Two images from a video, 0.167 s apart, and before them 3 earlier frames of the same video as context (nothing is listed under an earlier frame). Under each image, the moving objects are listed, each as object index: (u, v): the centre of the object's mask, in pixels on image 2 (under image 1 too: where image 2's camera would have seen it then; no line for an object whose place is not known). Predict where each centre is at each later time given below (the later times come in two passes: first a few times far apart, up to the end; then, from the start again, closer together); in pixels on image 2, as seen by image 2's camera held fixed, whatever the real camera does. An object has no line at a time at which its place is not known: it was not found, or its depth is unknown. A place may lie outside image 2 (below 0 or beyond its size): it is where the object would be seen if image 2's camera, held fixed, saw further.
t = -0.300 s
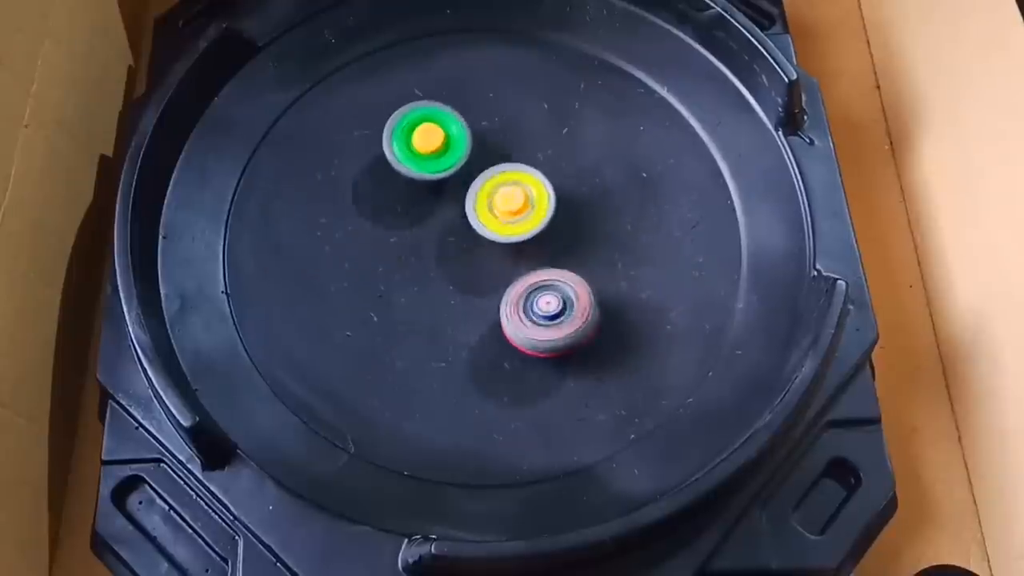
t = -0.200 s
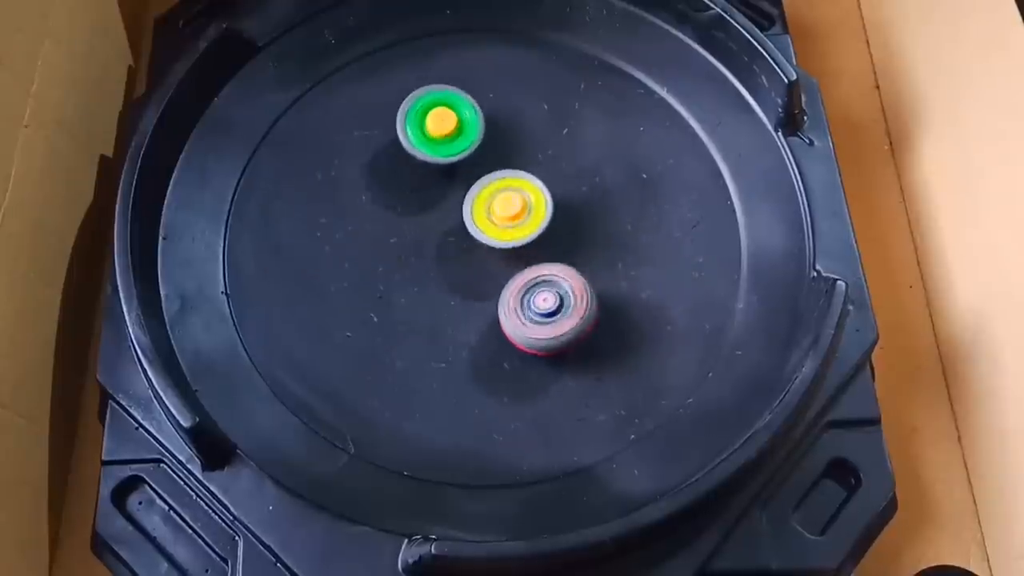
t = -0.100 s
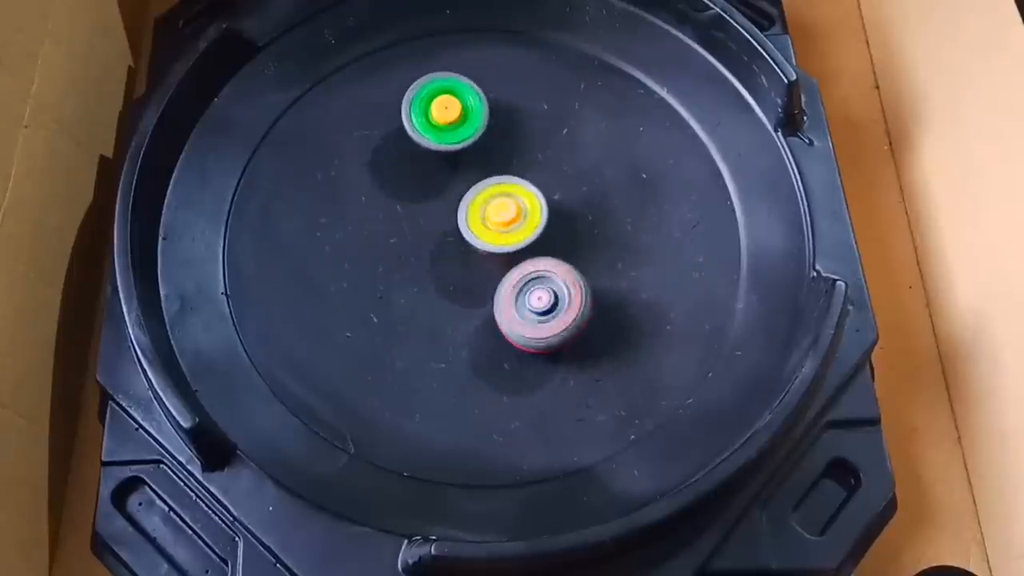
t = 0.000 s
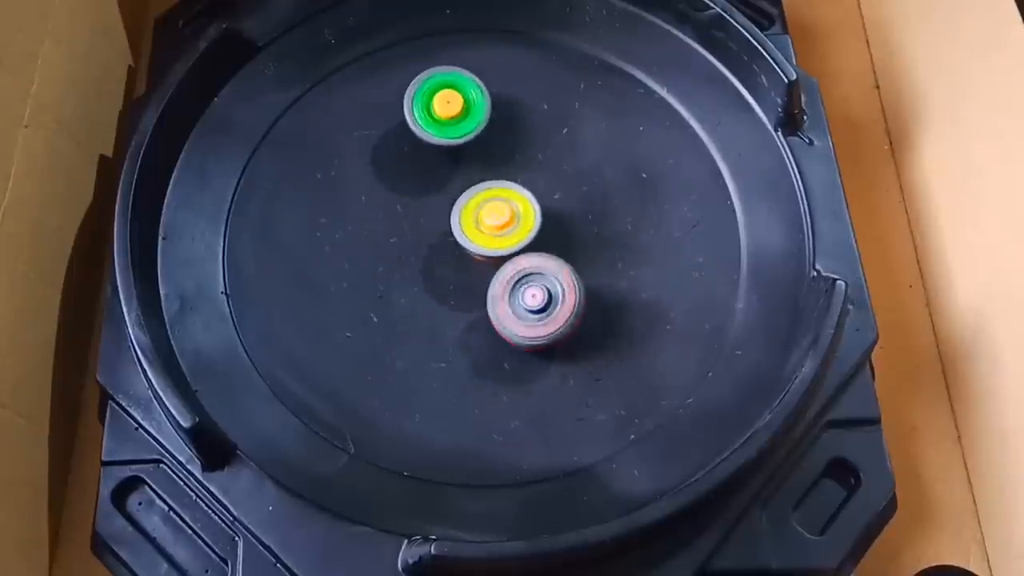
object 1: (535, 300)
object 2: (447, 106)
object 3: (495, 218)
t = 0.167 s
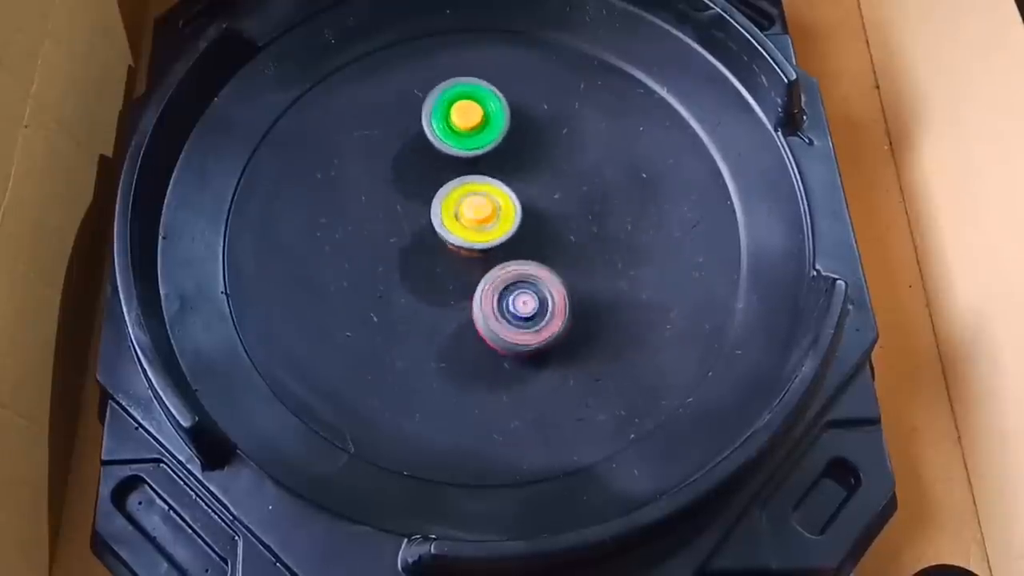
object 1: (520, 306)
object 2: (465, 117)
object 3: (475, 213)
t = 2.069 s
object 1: (451, 280)
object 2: (539, 320)
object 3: (473, 196)
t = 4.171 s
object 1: (377, 188)
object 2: (530, 283)
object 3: (563, 153)
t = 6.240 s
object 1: (428, 142)
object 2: (476, 265)
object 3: (546, 208)
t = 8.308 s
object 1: (570, 202)
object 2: (466, 226)
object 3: (537, 282)
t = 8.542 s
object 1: (581, 207)
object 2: (461, 221)
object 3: (518, 288)
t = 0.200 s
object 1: (518, 308)
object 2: (472, 119)
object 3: (472, 213)
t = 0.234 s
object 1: (515, 307)
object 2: (480, 122)
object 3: (468, 212)
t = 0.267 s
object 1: (512, 307)
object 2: (488, 126)
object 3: (466, 211)
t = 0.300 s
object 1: (509, 307)
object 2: (496, 128)
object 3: (463, 210)
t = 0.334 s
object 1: (507, 307)
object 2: (505, 131)
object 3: (461, 208)
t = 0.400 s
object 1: (501, 306)
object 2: (523, 135)
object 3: (458, 206)
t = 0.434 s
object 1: (498, 305)
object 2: (531, 135)
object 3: (457, 204)
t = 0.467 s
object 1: (496, 306)
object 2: (539, 137)
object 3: (456, 203)
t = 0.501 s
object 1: (494, 305)
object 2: (547, 137)
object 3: (457, 201)
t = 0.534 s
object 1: (492, 304)
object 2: (553, 138)
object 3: (457, 200)
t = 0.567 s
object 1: (492, 303)
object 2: (559, 138)
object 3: (457, 198)
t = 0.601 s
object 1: (492, 302)
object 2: (564, 139)
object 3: (458, 197)
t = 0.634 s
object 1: (491, 300)
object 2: (568, 139)
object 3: (460, 196)
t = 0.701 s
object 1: (490, 296)
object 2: (574, 141)
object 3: (464, 195)
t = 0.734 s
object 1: (489, 293)
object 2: (576, 141)
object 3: (466, 194)
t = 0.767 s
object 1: (489, 291)
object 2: (578, 143)
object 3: (468, 194)
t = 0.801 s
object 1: (488, 289)
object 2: (579, 146)
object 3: (470, 194)
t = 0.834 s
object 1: (488, 287)
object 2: (581, 149)
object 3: (473, 194)
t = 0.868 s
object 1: (487, 285)
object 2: (582, 153)
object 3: (475, 194)
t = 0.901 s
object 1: (486, 284)
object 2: (584, 159)
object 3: (478, 195)
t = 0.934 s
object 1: (485, 282)
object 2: (586, 164)
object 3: (480, 196)
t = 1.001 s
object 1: (482, 296)
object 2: (591, 176)
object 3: (483, 183)
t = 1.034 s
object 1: (482, 306)
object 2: (594, 181)
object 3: (485, 173)
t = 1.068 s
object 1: (483, 310)
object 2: (597, 186)
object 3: (487, 170)
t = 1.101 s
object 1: (484, 310)
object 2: (600, 192)
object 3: (488, 168)
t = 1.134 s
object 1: (482, 308)
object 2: (602, 197)
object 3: (488, 169)
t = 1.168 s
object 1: (479, 306)
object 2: (603, 203)
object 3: (489, 168)
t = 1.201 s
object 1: (477, 306)
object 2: (605, 209)
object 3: (490, 169)
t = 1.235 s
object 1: (474, 305)
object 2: (607, 214)
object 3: (491, 170)
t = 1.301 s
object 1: (471, 304)
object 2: (609, 224)
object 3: (493, 173)
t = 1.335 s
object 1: (470, 303)
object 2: (610, 228)
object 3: (494, 176)
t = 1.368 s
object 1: (469, 301)
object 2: (609, 232)
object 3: (495, 178)
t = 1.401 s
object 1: (468, 300)
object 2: (609, 237)
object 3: (495, 180)
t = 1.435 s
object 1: (468, 298)
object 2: (609, 242)
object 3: (495, 183)
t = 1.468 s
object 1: (467, 296)
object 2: (607, 246)
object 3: (495, 185)
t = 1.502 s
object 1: (467, 295)
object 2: (606, 251)
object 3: (496, 187)
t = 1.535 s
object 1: (467, 293)
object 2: (604, 256)
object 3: (495, 190)
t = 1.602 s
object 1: (465, 290)
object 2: (599, 267)
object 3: (493, 195)
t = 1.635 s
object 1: (465, 288)
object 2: (596, 272)
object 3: (491, 198)
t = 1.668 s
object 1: (464, 286)
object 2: (594, 276)
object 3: (490, 200)
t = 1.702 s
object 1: (462, 284)
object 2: (591, 280)
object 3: (488, 202)
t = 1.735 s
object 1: (461, 285)
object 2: (588, 284)
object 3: (487, 203)
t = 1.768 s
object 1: (461, 287)
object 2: (584, 288)
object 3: (486, 203)
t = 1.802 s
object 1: (462, 288)
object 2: (579, 292)
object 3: (486, 203)
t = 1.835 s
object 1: (462, 287)
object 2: (574, 296)
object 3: (483, 203)
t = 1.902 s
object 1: (459, 284)
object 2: (563, 304)
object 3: (479, 201)
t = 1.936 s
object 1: (458, 283)
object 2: (559, 308)
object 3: (477, 200)
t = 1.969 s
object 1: (455, 282)
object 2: (554, 312)
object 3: (476, 199)
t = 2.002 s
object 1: (454, 281)
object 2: (549, 315)
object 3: (475, 198)
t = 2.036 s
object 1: (453, 281)
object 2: (544, 318)
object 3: (473, 197)
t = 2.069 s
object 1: (451, 280)
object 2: (539, 320)
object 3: (473, 196)
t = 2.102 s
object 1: (450, 279)
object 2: (535, 322)
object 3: (474, 195)
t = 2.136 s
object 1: (442, 275)
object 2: (537, 328)
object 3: (474, 195)
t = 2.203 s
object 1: (439, 273)
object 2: (540, 334)
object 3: (477, 190)
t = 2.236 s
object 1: (438, 272)
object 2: (541, 334)
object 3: (478, 189)
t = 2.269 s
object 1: (438, 270)
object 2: (541, 332)
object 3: (479, 188)
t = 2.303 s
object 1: (437, 269)
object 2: (540, 329)
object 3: (479, 186)
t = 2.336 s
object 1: (437, 268)
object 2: (537, 327)
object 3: (480, 186)
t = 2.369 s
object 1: (437, 266)
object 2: (533, 324)
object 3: (482, 185)
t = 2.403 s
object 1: (438, 264)
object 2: (527, 320)
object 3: (483, 184)
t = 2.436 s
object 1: (438, 264)
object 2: (520, 318)
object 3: (485, 184)
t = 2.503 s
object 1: (429, 252)
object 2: (517, 329)
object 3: (490, 181)
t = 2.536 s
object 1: (415, 255)
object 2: (520, 336)
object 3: (501, 164)
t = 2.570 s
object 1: (409, 256)
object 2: (523, 337)
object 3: (508, 155)
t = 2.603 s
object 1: (407, 257)
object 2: (525, 337)
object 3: (513, 154)
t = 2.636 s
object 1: (406, 256)
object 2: (527, 336)
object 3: (513, 153)
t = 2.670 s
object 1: (405, 255)
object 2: (528, 333)
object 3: (514, 152)
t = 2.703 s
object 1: (404, 254)
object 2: (528, 329)
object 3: (516, 150)
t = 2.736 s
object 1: (403, 253)
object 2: (526, 324)
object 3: (519, 151)
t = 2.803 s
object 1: (403, 252)
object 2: (518, 314)
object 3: (523, 151)
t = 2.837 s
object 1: (402, 251)
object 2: (512, 309)
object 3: (525, 153)
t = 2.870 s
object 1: (404, 250)
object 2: (506, 303)
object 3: (526, 155)
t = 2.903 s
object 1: (405, 250)
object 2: (499, 297)
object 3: (527, 157)
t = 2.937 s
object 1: (407, 249)
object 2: (493, 292)
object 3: (528, 161)
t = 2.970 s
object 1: (405, 242)
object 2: (495, 292)
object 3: (528, 163)
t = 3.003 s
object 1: (402, 235)
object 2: (497, 293)
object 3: (528, 166)
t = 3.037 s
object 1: (403, 231)
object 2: (496, 291)
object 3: (527, 170)
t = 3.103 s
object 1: (404, 227)
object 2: (491, 284)
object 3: (524, 176)
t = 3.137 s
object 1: (405, 225)
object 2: (487, 281)
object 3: (522, 179)
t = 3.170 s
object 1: (407, 224)
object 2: (482, 277)
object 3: (519, 182)
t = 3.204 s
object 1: (406, 218)
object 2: (481, 280)
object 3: (516, 185)
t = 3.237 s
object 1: (405, 213)
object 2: (479, 283)
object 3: (513, 188)
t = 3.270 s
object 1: (405, 211)
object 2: (478, 283)
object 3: (510, 190)
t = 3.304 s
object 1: (406, 209)
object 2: (476, 283)
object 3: (505, 192)
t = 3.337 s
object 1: (406, 207)
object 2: (475, 283)
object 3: (501, 194)
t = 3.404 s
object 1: (380, 208)
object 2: (472, 279)
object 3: (525, 189)
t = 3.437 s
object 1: (369, 209)
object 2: (470, 277)
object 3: (540, 190)
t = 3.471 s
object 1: (364, 210)
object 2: (468, 274)
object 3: (549, 191)
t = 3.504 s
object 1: (362, 211)
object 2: (465, 271)
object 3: (550, 192)
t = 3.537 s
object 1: (361, 211)
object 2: (463, 269)
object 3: (549, 191)
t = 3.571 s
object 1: (361, 210)
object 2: (461, 266)
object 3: (550, 191)
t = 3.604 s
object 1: (362, 210)
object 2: (459, 262)
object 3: (551, 190)
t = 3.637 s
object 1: (362, 209)
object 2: (457, 259)
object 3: (549, 190)
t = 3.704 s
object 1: (364, 210)
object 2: (453, 253)
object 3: (547, 189)
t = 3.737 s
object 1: (365, 210)
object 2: (451, 251)
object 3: (546, 190)
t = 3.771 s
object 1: (358, 205)
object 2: (464, 255)
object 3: (545, 191)
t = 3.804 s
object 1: (350, 200)
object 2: (481, 259)
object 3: (542, 191)
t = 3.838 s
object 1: (349, 199)
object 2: (491, 263)
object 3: (543, 190)
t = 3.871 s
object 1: (351, 198)
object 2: (498, 264)
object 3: (544, 189)
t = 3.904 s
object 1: (354, 198)
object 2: (504, 264)
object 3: (543, 187)
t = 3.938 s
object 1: (357, 196)
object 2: (500, 276)
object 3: (551, 175)
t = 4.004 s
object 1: (362, 195)
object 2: (504, 289)
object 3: (557, 166)
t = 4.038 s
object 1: (365, 194)
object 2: (510, 291)
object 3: (557, 163)
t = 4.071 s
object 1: (368, 193)
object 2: (515, 291)
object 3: (559, 159)
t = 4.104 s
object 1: (369, 192)
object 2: (522, 291)
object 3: (560, 157)
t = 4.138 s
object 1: (373, 190)
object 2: (527, 288)
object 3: (561, 155)
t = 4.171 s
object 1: (377, 188)
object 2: (530, 283)
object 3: (563, 153)
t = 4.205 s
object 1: (380, 185)
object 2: (532, 279)
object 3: (563, 152)
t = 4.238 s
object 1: (386, 181)
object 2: (533, 273)
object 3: (564, 151)
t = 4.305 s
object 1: (393, 174)
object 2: (530, 261)
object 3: (565, 151)
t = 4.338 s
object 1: (397, 170)
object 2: (526, 255)
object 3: (566, 152)
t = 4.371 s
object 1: (398, 166)
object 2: (521, 249)
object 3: (565, 153)
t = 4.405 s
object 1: (400, 164)
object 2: (516, 246)
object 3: (564, 155)
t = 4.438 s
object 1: (401, 161)
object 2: (510, 241)
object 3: (563, 156)
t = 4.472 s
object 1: (402, 160)
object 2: (503, 236)
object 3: (561, 158)
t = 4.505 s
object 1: (403, 158)
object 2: (496, 232)
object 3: (559, 161)
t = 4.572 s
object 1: (404, 156)
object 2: (487, 229)
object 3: (557, 162)
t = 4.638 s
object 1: (406, 153)
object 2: (469, 227)
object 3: (551, 166)
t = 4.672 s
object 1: (407, 152)
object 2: (460, 229)
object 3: (547, 167)
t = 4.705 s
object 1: (408, 151)
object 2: (452, 232)
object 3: (543, 169)
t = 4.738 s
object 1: (409, 150)
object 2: (446, 236)
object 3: (539, 171)
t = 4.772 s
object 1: (410, 148)
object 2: (439, 238)
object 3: (533, 171)
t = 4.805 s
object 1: (410, 148)
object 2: (435, 243)
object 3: (530, 172)
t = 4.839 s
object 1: (412, 148)
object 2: (431, 246)
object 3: (525, 173)
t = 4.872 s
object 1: (413, 148)
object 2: (429, 249)
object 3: (520, 174)
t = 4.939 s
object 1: (416, 150)
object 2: (428, 256)
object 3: (511, 174)
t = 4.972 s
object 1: (415, 150)
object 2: (429, 260)
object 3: (509, 173)
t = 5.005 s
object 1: (407, 149)
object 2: (433, 263)
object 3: (519, 173)
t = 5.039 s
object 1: (402, 152)
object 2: (436, 265)
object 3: (520, 174)
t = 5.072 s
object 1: (402, 155)
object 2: (441, 266)
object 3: (517, 173)
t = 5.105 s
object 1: (405, 157)
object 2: (445, 266)
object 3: (516, 172)
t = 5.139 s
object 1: (409, 157)
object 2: (449, 265)
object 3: (513, 170)
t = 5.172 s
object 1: (411, 158)
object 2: (454, 263)
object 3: (512, 170)
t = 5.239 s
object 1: (416, 159)
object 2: (462, 258)
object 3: (508, 168)
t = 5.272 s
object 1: (417, 159)
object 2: (467, 255)
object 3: (509, 168)
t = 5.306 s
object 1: (408, 158)
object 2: (473, 250)
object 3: (515, 170)
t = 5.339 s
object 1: (406, 160)
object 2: (478, 246)
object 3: (515, 171)
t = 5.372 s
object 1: (409, 162)
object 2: (478, 249)
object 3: (521, 164)
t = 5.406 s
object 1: (412, 161)
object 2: (480, 249)
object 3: (526, 161)
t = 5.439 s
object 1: (415, 161)
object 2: (482, 248)
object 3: (528, 162)
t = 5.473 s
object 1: (418, 161)
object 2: (484, 246)
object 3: (529, 161)
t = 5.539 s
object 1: (422, 160)
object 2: (486, 241)
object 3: (532, 163)
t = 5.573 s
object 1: (424, 159)
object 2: (486, 237)
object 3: (533, 163)
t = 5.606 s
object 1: (426, 159)
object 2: (486, 236)
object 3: (535, 165)
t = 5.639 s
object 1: (428, 158)
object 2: (483, 234)
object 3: (537, 166)
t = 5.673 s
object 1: (429, 158)
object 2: (479, 236)
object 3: (538, 168)
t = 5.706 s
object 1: (431, 156)
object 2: (471, 242)
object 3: (543, 164)
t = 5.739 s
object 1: (432, 156)
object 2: (466, 248)
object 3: (546, 165)
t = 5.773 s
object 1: (434, 155)
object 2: (464, 254)
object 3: (546, 168)
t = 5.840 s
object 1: (437, 154)
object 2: (464, 262)
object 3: (546, 170)
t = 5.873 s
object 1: (440, 154)
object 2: (465, 266)
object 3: (546, 173)
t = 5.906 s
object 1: (441, 153)
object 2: (465, 268)
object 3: (544, 174)
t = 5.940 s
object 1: (443, 153)
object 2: (466, 270)
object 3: (543, 177)
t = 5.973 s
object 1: (445, 152)
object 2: (468, 271)
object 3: (542, 179)
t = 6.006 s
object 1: (448, 152)
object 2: (469, 272)
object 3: (539, 181)
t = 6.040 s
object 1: (450, 151)
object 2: (471, 272)
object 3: (536, 183)
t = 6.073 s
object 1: (451, 150)
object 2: (473, 271)
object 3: (534, 185)
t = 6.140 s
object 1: (442, 144)
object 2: (477, 267)
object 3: (538, 195)
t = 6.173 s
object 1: (432, 140)
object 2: (479, 265)
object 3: (544, 203)
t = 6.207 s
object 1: (428, 141)
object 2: (478, 265)
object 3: (545, 206)
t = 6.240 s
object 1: (428, 142)
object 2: (476, 265)
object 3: (546, 208)
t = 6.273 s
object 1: (430, 143)
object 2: (474, 267)
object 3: (546, 211)
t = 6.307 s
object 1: (431, 142)
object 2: (467, 270)
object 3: (550, 210)
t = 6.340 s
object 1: (431, 142)
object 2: (462, 273)
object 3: (550, 212)
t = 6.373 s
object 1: (432, 143)
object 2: (458, 275)
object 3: (550, 214)
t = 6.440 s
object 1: (435, 145)
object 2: (454, 278)
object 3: (548, 216)
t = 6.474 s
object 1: (437, 145)
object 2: (453, 278)
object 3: (546, 216)
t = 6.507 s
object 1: (439, 146)
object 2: (453, 279)
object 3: (544, 218)
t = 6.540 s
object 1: (440, 146)
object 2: (453, 279)
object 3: (541, 219)
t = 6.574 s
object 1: (442, 146)
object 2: (453, 278)
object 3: (538, 219)
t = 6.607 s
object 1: (444, 147)
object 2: (454, 278)
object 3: (536, 220)
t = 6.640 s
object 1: (447, 147)
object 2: (455, 275)
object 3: (532, 218)
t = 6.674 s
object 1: (453, 149)
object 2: (457, 274)
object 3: (530, 219)
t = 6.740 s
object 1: (464, 148)
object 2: (457, 269)
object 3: (527, 216)
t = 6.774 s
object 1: (470, 148)
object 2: (453, 267)
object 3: (527, 215)
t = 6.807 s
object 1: (475, 147)
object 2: (450, 266)
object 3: (527, 213)
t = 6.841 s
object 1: (477, 142)
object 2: (450, 262)
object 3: (532, 217)
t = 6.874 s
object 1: (478, 135)
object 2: (451, 256)
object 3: (539, 223)
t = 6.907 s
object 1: (481, 131)
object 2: (450, 253)
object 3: (541, 226)
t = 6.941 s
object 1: (481, 130)
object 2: (443, 250)
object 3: (545, 226)
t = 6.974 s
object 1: (482, 128)
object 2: (439, 247)
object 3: (548, 228)
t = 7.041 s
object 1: (484, 127)
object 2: (433, 240)
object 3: (553, 229)
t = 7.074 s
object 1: (485, 127)
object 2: (429, 235)
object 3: (554, 230)
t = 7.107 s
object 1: (486, 127)
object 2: (426, 234)
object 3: (555, 232)
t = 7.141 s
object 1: (486, 127)
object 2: (424, 232)
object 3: (556, 234)
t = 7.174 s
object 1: (487, 128)
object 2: (422, 230)
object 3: (555, 236)
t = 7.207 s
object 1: (488, 128)
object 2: (419, 228)
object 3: (554, 238)
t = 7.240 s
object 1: (489, 129)
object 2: (418, 227)
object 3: (553, 239)
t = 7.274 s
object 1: (490, 129)
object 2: (418, 227)
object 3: (551, 243)
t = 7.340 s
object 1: (492, 132)
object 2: (419, 225)
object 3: (546, 246)
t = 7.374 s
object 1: (493, 134)
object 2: (421, 224)
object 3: (543, 245)
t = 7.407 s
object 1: (496, 139)
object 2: (423, 224)
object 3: (539, 246)
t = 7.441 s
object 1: (500, 145)
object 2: (426, 222)
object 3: (536, 245)
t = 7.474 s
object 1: (505, 151)
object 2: (430, 220)
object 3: (532, 244)
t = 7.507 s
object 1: (511, 158)
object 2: (434, 218)
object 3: (529, 243)
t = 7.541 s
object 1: (517, 163)
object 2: (438, 216)
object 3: (526, 241)
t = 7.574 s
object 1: (526, 167)
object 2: (439, 212)
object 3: (525, 242)
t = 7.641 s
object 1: (540, 161)
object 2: (445, 204)
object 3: (522, 249)
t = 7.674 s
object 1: (546, 160)
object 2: (440, 200)
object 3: (525, 258)
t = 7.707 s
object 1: (552, 157)
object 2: (437, 197)
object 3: (527, 263)
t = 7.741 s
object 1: (554, 156)
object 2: (439, 195)
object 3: (528, 263)
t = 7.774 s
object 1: (554, 155)
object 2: (446, 195)
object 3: (531, 263)
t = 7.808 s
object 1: (554, 154)
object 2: (454, 193)
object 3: (535, 263)
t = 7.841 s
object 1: (554, 155)
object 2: (463, 193)
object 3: (536, 265)
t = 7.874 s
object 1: (555, 155)
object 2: (472, 191)
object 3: (537, 265)
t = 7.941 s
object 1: (570, 150)
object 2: (461, 199)
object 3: (539, 267)
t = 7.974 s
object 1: (574, 152)
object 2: (461, 204)
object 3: (539, 269)
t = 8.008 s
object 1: (575, 153)
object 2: (462, 209)
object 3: (539, 270)
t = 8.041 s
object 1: (576, 154)
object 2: (465, 214)
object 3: (538, 270)
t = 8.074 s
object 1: (575, 155)
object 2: (466, 217)
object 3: (539, 273)
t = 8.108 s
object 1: (574, 159)
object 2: (463, 217)
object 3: (542, 277)
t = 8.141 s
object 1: (572, 164)
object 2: (463, 221)
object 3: (542, 280)
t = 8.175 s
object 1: (571, 170)
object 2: (464, 223)
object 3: (539, 279)
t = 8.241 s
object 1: (569, 185)
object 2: (466, 227)
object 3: (540, 281)
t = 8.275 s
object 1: (570, 193)
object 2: (466, 227)
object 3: (539, 282)
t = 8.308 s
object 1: (570, 202)
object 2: (466, 226)
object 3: (537, 282)
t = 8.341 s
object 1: (573, 209)
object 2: (463, 224)
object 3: (537, 284)
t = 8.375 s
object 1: (575, 212)
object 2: (461, 222)
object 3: (534, 286)
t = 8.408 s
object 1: (578, 214)
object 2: (460, 222)
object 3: (532, 285)
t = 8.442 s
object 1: (580, 215)
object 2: (459, 222)
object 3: (532, 284)
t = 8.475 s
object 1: (579, 213)
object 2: (459, 221)
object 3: (531, 282)
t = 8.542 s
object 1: (581, 207)
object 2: (461, 221)
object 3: (518, 288)
